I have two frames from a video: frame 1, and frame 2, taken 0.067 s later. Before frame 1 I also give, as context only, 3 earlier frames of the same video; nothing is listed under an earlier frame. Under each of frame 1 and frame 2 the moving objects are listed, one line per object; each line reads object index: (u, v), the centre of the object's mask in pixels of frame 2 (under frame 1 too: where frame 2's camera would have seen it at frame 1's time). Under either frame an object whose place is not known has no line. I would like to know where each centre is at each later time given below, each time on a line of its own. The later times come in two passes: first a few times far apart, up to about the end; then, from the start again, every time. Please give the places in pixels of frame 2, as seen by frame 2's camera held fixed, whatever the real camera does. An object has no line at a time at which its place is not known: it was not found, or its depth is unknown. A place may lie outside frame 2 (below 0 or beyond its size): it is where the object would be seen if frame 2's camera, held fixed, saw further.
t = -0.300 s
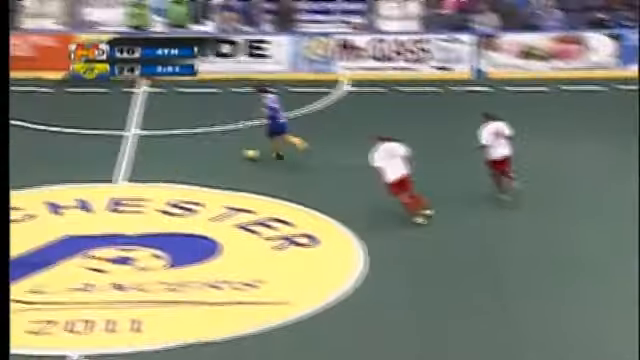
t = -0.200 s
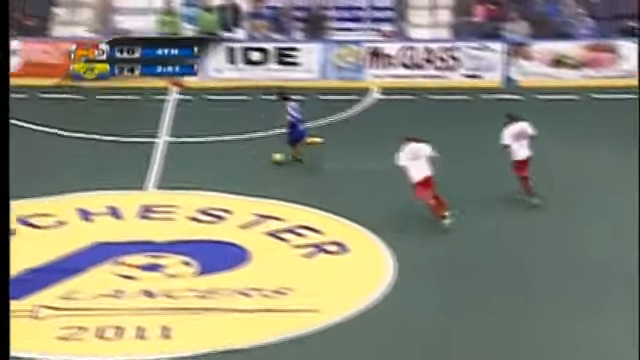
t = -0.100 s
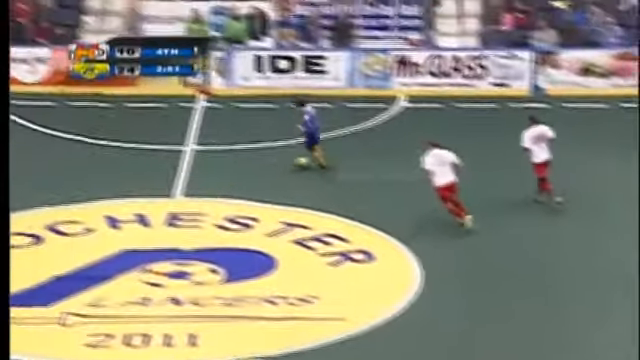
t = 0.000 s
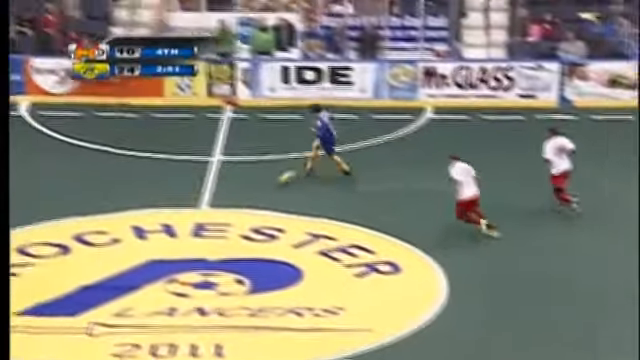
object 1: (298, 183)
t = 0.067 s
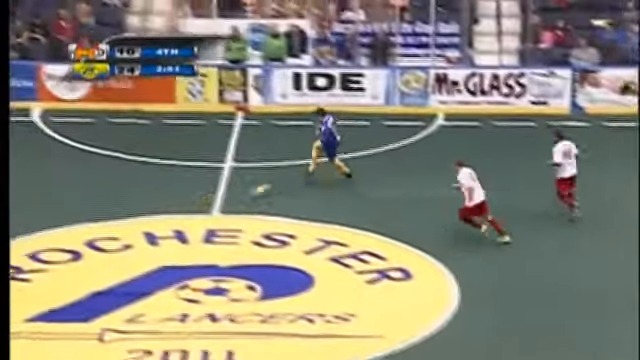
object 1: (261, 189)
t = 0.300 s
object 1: (132, 213)
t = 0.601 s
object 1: (-22, 243)
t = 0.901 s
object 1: (-165, 271)
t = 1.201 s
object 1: (-301, 298)
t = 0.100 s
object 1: (241, 194)
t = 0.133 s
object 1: (226, 196)
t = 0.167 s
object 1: (204, 200)
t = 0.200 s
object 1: (187, 203)
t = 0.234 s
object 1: (169, 206)
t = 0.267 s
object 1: (150, 209)
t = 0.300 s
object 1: (132, 213)
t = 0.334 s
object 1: (114, 215)
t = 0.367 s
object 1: (96, 219)
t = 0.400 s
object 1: (79, 224)
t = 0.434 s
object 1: (61, 228)
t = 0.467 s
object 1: (44, 231)
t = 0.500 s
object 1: (28, 233)
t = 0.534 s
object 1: (11, 237)
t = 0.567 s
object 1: (-6, 241)
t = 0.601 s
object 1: (-22, 243)
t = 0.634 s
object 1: (-38, 244)
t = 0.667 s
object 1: (-54, 245)
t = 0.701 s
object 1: (-70, 246)
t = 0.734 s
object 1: (-84, 248)
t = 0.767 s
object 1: (-101, 251)
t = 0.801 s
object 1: (-117, 255)
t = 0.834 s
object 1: (-132, 259)
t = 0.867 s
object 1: (-149, 265)
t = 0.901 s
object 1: (-165, 271)
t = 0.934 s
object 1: (-180, 273)
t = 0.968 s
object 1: (-194, 272)
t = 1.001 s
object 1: (-210, 274)
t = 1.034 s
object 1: (-225, 277)
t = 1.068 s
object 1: (-239, 280)
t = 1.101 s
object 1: (-255, 284)
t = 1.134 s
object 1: (-271, 288)
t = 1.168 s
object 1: (-286, 293)
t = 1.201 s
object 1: (-301, 298)
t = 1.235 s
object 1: (-316, 300)
